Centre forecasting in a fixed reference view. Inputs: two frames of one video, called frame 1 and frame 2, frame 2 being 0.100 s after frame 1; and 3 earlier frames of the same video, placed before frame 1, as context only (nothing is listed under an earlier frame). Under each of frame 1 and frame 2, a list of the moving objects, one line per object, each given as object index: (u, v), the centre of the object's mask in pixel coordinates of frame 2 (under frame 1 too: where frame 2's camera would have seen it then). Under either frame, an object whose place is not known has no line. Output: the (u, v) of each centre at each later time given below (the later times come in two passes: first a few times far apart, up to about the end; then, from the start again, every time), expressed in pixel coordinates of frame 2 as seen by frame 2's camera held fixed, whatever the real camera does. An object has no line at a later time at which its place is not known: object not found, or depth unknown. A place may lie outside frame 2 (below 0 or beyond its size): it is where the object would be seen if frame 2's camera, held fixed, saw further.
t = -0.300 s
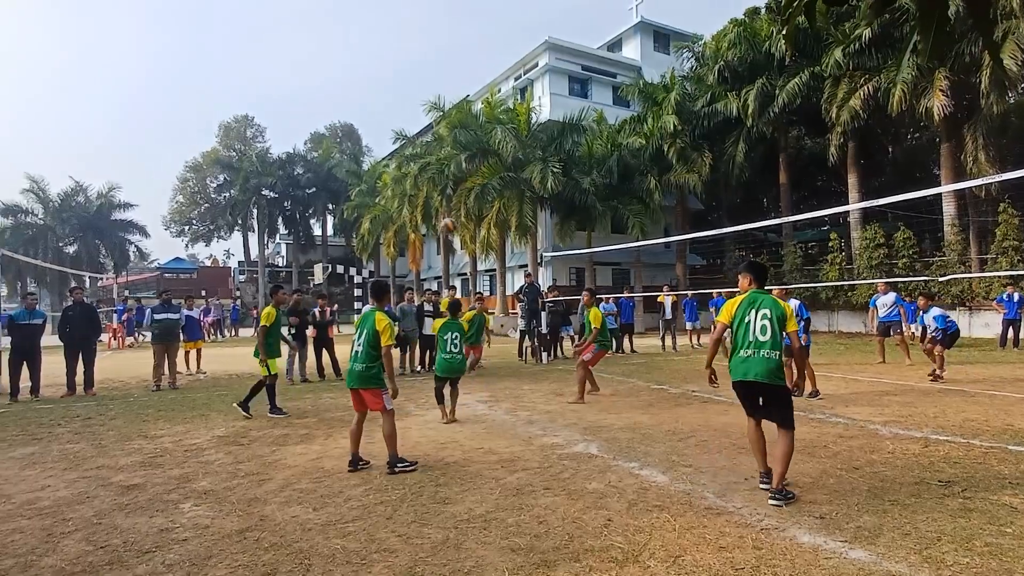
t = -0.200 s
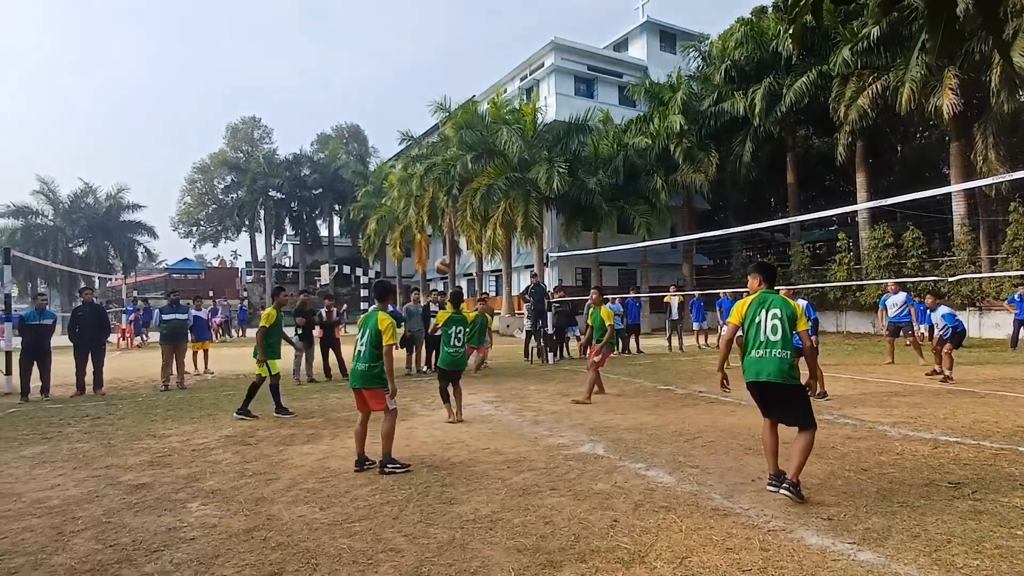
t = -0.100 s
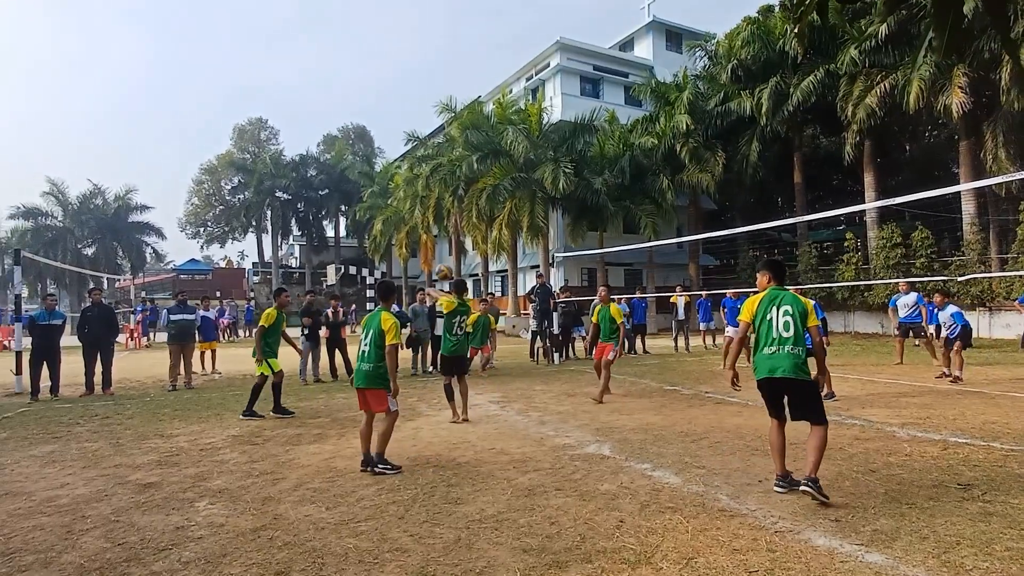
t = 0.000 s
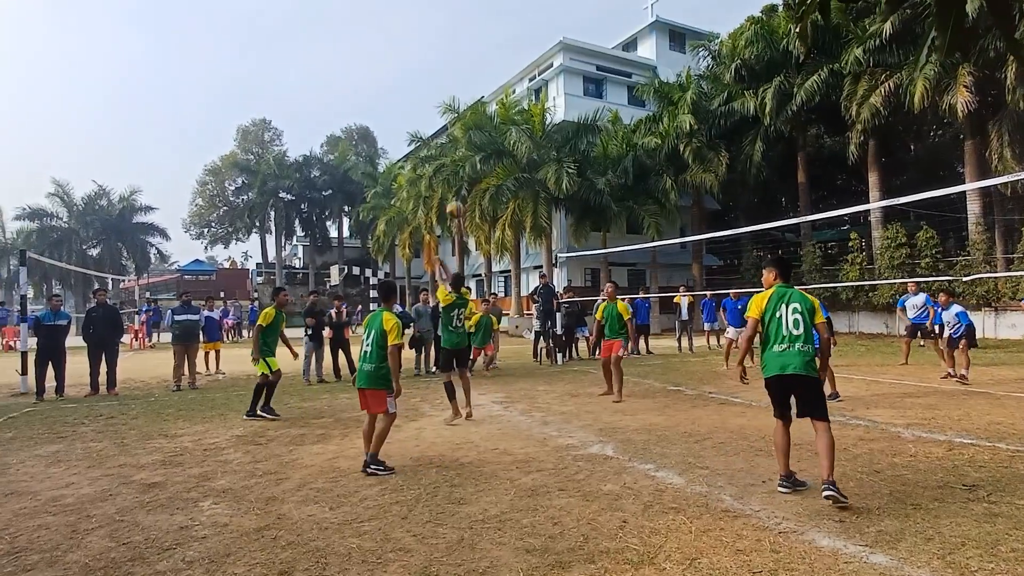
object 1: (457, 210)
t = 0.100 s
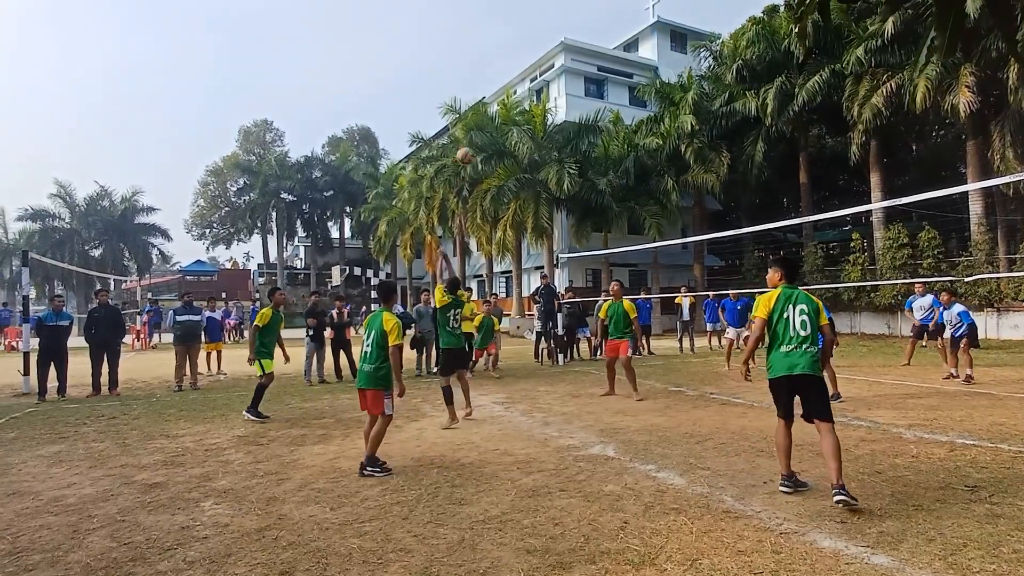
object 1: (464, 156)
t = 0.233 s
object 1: (477, 96)
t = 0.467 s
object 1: (500, 22)
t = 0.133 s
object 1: (468, 139)
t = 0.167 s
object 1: (470, 123)
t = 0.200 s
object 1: (475, 110)
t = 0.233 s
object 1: (477, 96)
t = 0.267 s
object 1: (481, 83)
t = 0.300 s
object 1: (484, 70)
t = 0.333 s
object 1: (487, 59)
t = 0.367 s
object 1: (490, 48)
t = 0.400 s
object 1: (494, 39)
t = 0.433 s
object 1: (497, 30)
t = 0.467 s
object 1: (500, 22)
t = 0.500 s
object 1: (504, 15)
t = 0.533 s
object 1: (507, 8)
